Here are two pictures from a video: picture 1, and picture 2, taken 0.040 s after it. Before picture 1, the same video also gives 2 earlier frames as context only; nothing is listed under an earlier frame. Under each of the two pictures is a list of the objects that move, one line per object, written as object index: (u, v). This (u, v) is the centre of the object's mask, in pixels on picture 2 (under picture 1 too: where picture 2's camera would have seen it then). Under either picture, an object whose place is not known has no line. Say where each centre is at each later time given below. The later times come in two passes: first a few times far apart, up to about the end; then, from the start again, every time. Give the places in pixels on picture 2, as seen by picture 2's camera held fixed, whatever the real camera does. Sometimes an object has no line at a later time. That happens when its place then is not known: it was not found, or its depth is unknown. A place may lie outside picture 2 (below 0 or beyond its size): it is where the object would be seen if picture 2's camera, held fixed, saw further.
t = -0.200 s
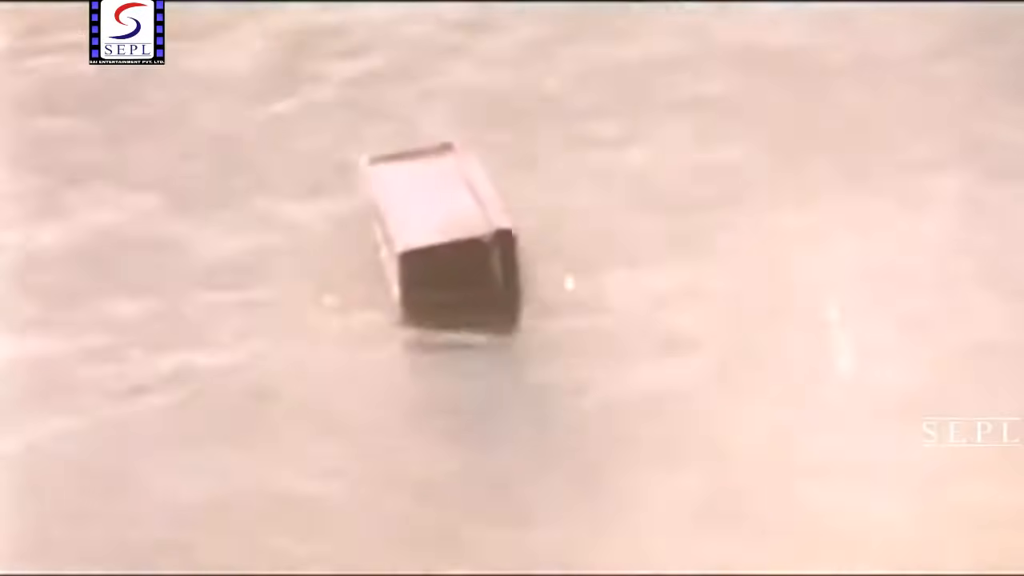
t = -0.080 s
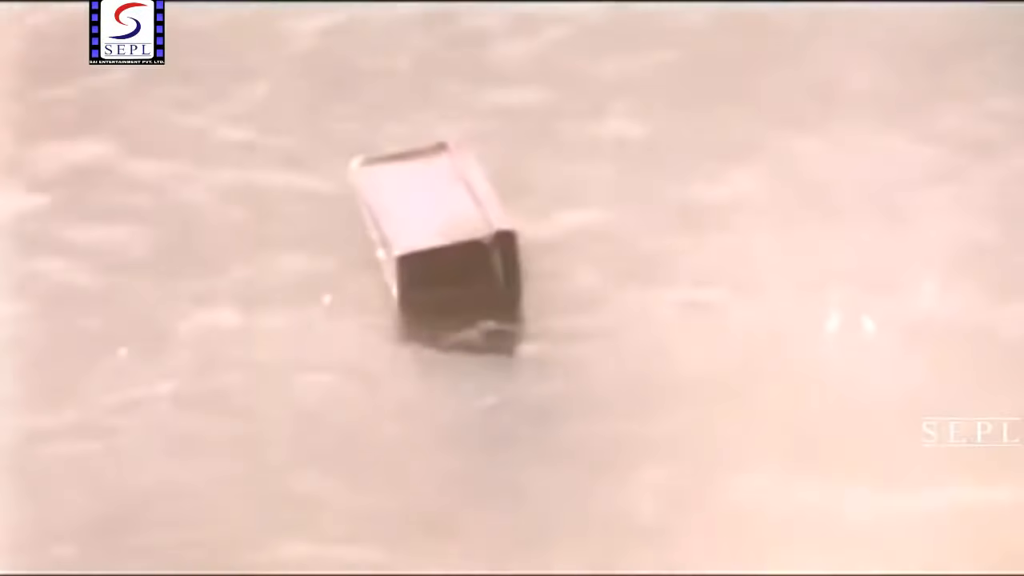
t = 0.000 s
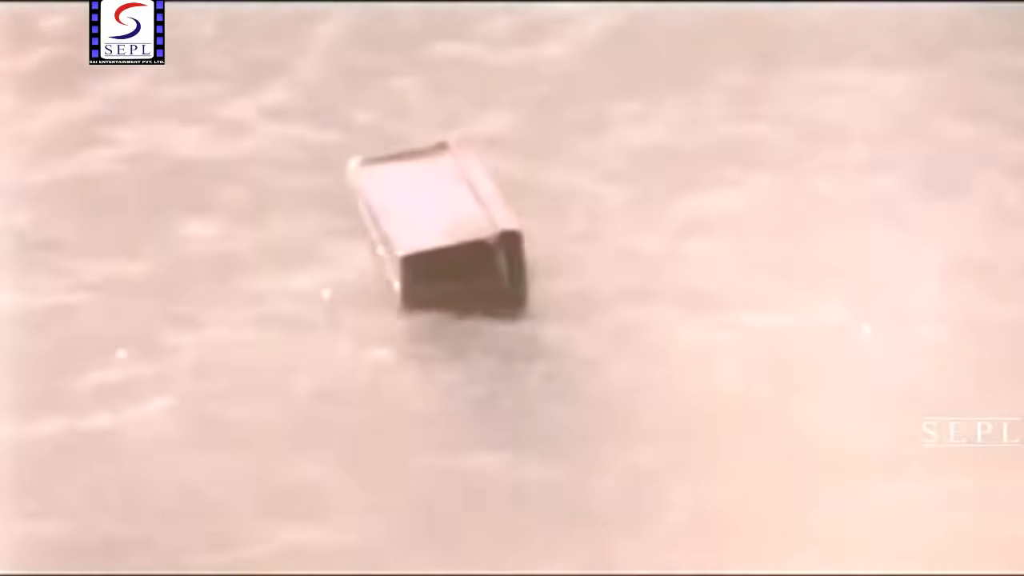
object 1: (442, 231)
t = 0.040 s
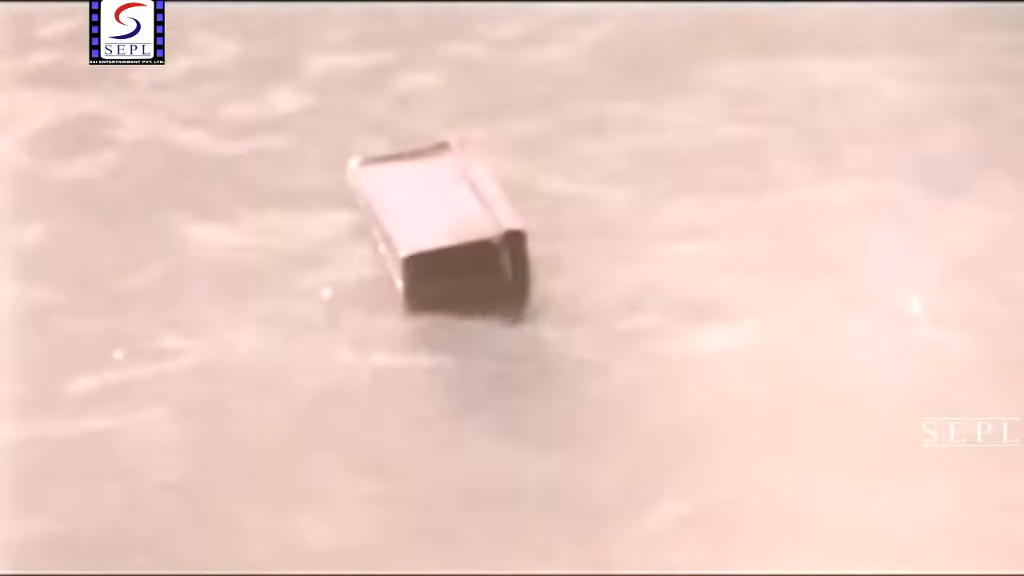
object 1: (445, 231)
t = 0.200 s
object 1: (459, 225)
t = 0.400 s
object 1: (470, 215)
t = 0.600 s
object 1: (472, 211)
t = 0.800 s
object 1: (450, 208)
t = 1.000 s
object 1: (443, 205)
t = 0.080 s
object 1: (448, 231)
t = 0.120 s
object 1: (451, 229)
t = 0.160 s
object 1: (455, 226)
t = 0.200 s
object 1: (459, 225)
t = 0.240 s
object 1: (462, 223)
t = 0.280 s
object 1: (465, 224)
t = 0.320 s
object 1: (468, 222)
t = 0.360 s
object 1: (468, 217)
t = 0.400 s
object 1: (470, 215)
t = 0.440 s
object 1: (471, 214)
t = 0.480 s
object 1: (473, 212)
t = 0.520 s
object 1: (475, 212)
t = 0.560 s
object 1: (475, 212)
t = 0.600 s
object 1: (472, 211)
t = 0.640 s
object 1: (467, 206)
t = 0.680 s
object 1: (461, 204)
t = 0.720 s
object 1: (457, 205)
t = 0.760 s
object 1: (457, 210)
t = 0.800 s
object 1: (450, 208)
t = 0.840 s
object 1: (450, 208)
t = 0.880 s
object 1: (448, 207)
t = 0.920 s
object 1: (450, 206)
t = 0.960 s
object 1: (462, 226)
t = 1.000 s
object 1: (443, 205)
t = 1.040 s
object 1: (446, 207)
